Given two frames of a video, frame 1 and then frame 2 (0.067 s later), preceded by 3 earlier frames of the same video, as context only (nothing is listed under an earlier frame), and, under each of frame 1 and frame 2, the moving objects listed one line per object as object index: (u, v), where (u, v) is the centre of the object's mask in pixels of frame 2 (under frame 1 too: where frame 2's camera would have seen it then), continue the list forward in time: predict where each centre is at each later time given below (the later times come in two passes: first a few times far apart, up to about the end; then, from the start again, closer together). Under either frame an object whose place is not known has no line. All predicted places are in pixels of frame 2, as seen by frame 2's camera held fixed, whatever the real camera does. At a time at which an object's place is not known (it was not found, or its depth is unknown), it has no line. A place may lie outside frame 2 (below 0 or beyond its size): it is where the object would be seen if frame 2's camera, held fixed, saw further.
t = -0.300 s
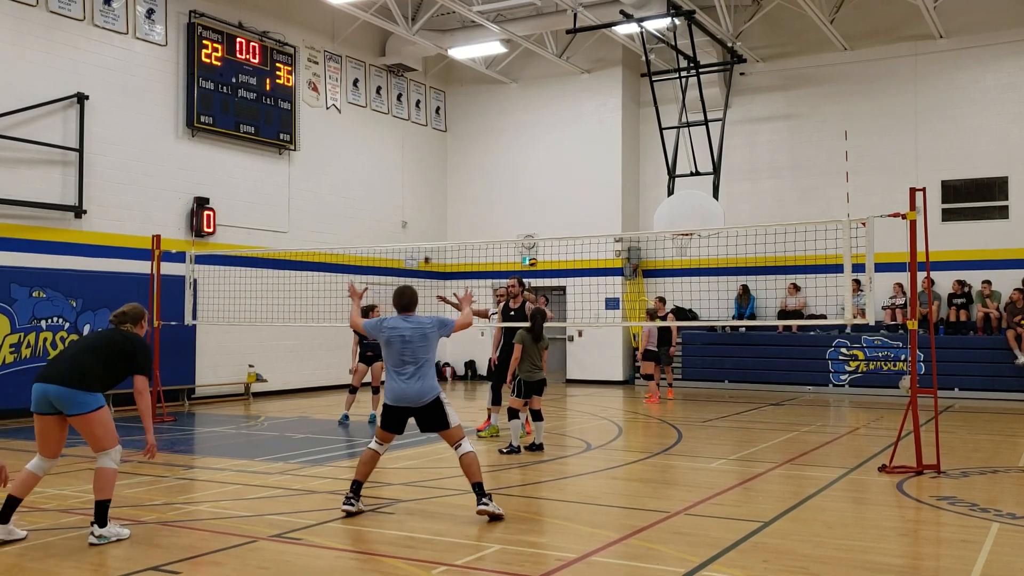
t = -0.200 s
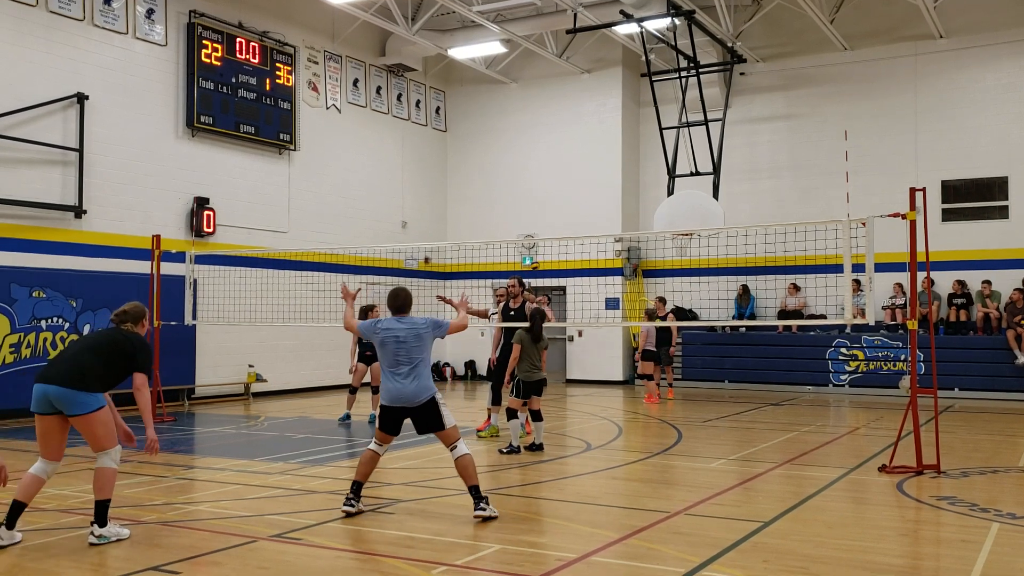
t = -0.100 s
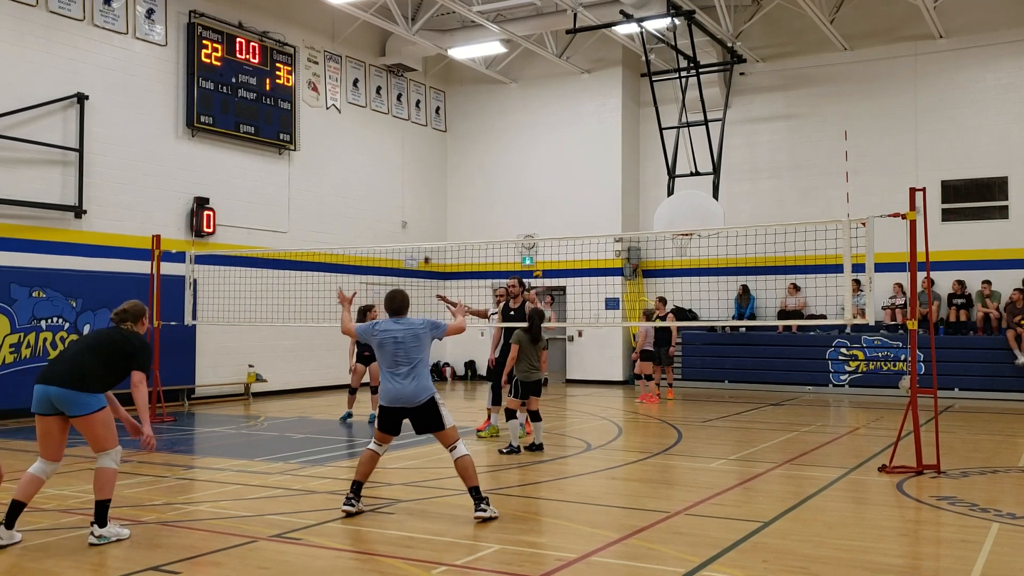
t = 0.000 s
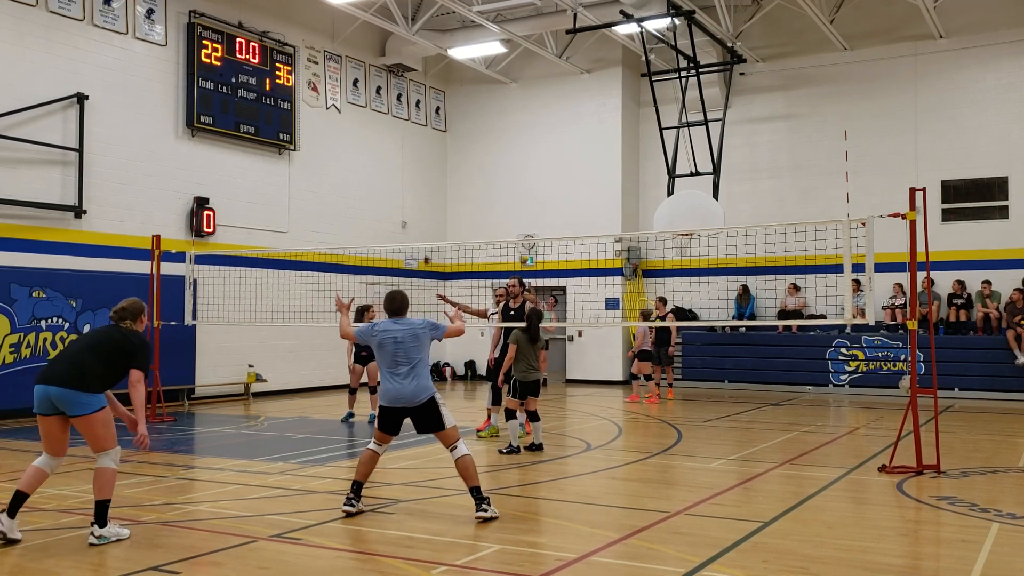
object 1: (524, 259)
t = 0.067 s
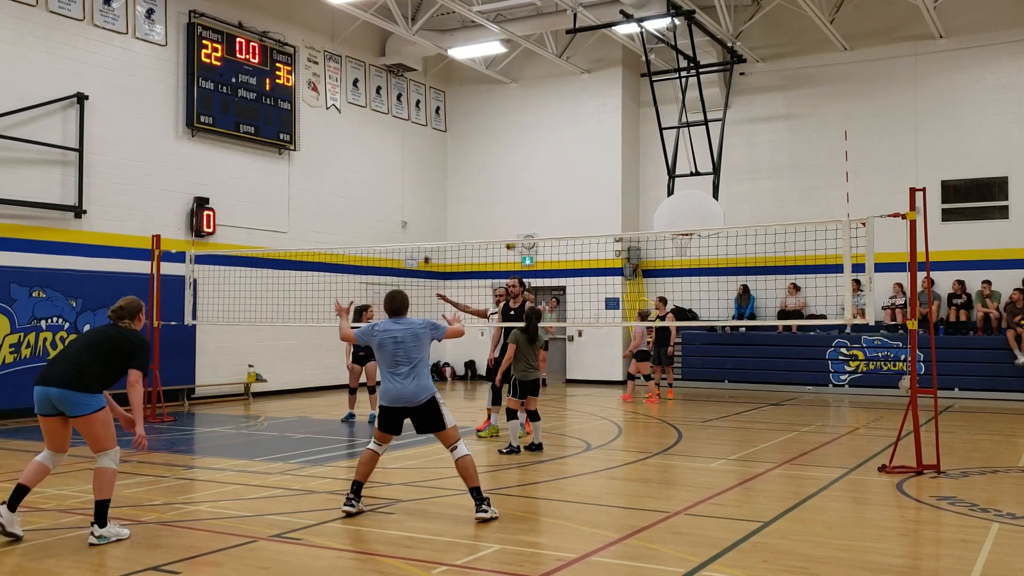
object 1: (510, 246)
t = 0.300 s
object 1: (447, 199)
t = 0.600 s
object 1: (329, 166)
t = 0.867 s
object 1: (157, 188)
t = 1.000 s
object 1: (28, 234)
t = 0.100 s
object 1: (502, 236)
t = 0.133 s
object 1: (494, 231)
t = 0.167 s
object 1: (485, 224)
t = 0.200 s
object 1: (476, 218)
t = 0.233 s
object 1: (467, 211)
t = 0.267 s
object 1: (458, 205)
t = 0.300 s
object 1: (447, 199)
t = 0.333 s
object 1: (437, 193)
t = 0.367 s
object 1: (426, 188)
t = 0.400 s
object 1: (414, 183)
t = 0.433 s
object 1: (402, 179)
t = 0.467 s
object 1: (389, 176)
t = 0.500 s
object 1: (375, 173)
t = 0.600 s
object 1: (329, 166)
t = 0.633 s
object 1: (312, 165)
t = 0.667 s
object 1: (294, 165)
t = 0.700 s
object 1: (275, 165)
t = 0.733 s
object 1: (254, 166)
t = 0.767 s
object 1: (231, 170)
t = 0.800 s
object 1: (208, 174)
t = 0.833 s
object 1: (183, 180)
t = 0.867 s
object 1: (157, 188)
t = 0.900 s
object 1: (130, 196)
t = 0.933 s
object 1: (99, 207)
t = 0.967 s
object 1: (66, 219)
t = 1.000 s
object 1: (28, 234)
